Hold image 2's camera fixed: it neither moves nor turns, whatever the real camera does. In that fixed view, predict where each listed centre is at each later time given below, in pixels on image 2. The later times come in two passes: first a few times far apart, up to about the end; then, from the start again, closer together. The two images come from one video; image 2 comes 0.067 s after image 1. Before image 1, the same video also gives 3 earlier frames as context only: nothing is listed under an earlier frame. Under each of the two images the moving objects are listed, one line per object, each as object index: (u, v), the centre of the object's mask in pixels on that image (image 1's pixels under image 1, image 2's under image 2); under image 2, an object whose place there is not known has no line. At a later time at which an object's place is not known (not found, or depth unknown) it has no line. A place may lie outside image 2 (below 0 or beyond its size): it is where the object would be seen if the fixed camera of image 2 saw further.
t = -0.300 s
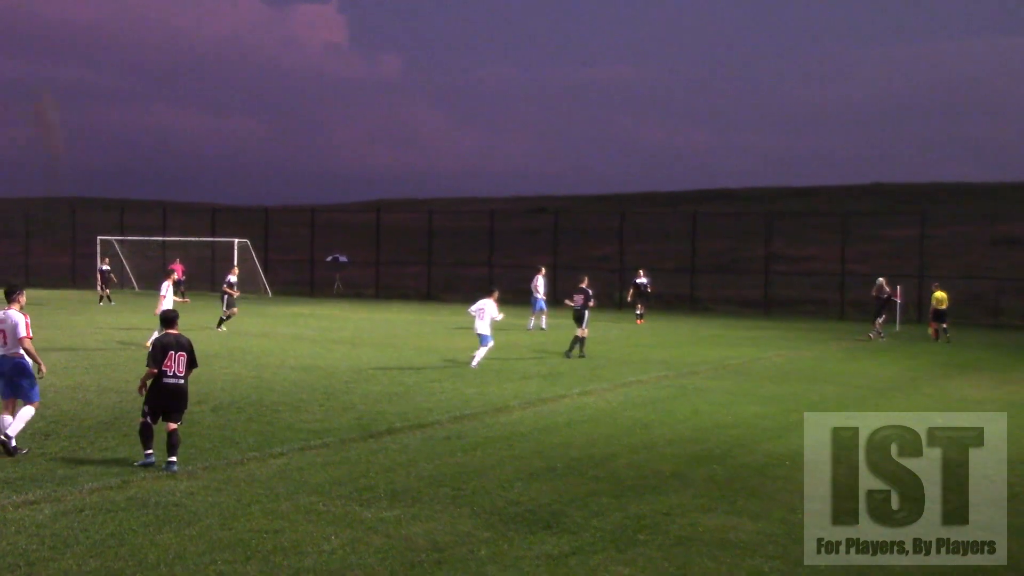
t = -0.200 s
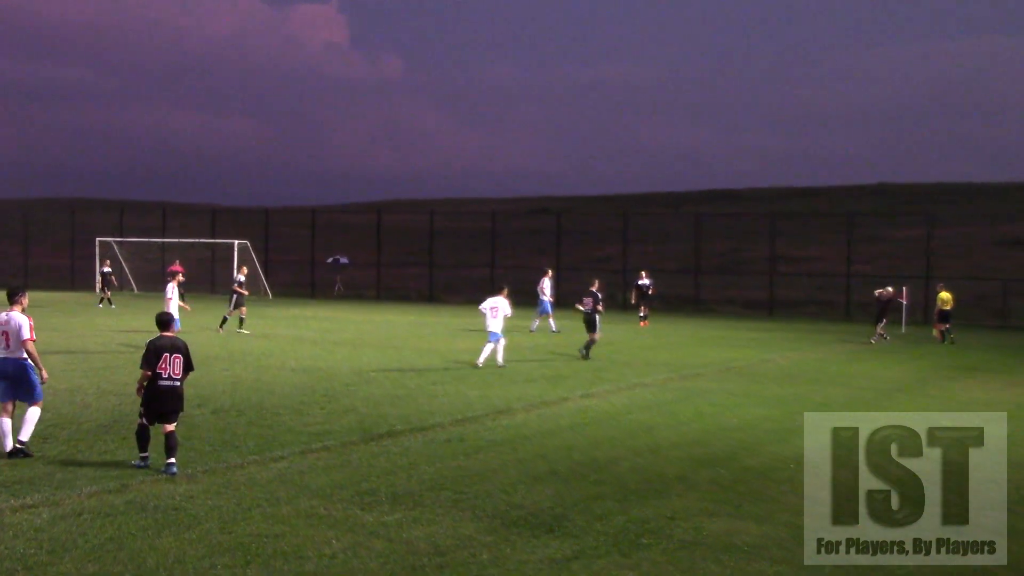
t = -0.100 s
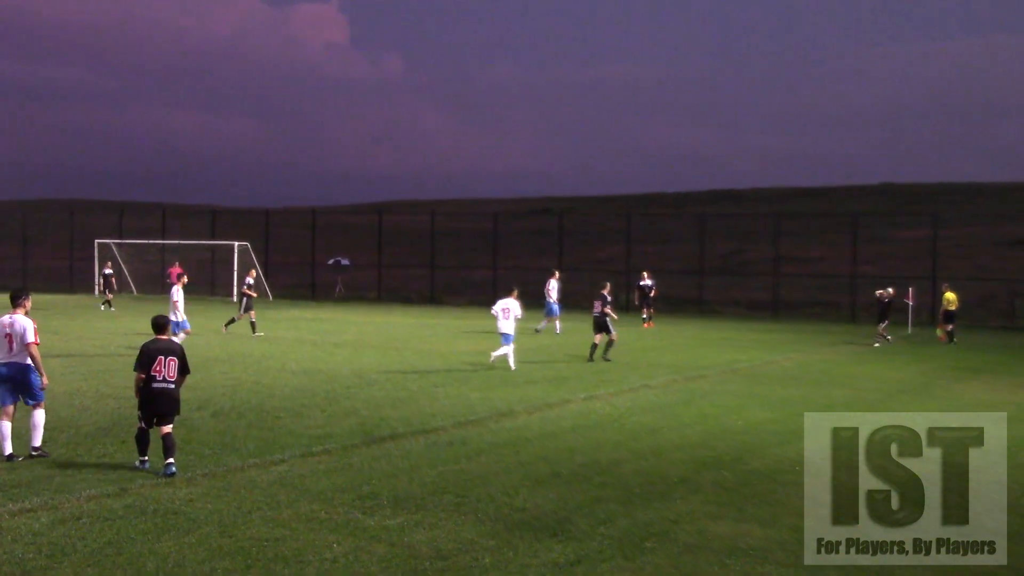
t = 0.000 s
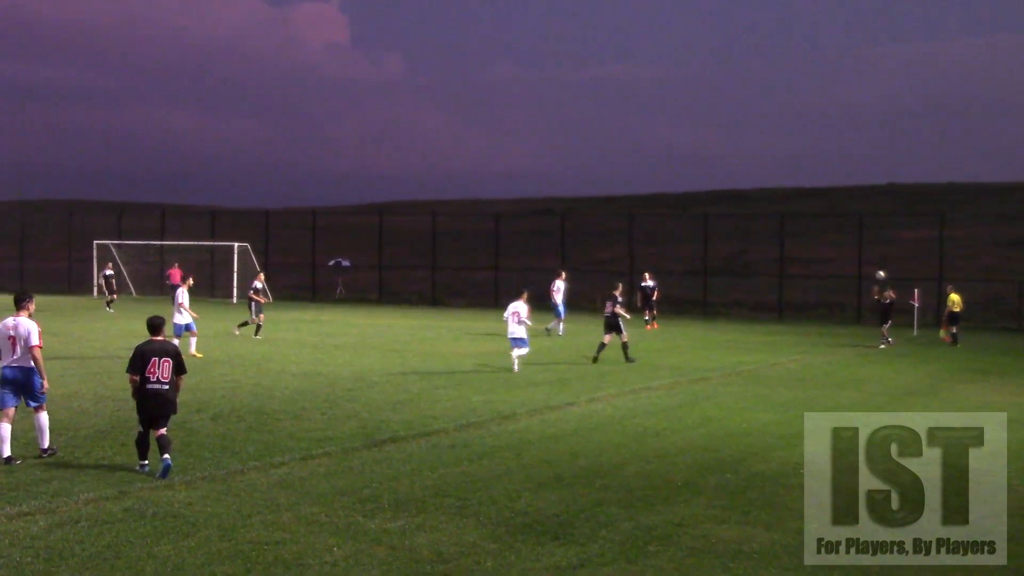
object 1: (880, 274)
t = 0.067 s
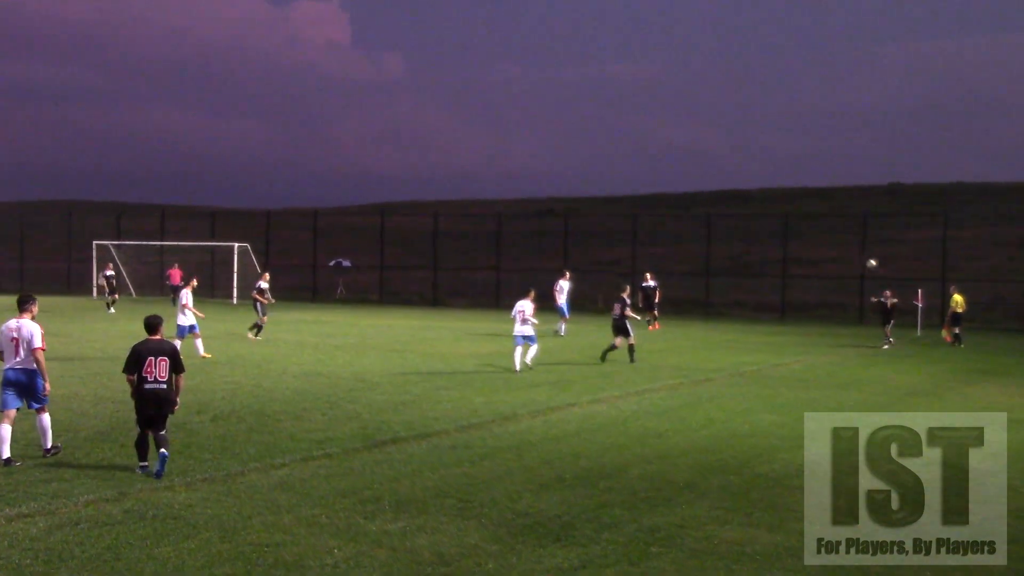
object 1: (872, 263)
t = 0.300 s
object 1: (829, 235)
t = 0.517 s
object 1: (785, 225)
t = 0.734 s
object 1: (739, 234)
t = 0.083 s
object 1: (869, 260)
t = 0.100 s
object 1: (866, 258)
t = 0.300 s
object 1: (829, 235)
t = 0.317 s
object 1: (826, 233)
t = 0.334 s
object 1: (822, 232)
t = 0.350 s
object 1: (819, 231)
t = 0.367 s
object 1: (816, 230)
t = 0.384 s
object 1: (812, 229)
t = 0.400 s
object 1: (809, 228)
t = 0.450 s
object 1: (797, 226)
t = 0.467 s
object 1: (794, 225)
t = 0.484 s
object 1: (791, 225)
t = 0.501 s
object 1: (788, 225)
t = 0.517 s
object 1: (785, 225)
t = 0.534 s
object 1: (779, 225)
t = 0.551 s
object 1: (776, 225)
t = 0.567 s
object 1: (773, 225)
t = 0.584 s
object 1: (770, 225)
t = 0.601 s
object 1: (767, 226)
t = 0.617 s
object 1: (763, 226)
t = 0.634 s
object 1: (760, 227)
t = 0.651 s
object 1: (757, 228)
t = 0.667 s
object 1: (753, 229)
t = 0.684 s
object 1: (749, 230)
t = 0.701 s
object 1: (746, 231)
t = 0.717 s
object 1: (742, 232)
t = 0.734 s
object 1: (739, 234)
